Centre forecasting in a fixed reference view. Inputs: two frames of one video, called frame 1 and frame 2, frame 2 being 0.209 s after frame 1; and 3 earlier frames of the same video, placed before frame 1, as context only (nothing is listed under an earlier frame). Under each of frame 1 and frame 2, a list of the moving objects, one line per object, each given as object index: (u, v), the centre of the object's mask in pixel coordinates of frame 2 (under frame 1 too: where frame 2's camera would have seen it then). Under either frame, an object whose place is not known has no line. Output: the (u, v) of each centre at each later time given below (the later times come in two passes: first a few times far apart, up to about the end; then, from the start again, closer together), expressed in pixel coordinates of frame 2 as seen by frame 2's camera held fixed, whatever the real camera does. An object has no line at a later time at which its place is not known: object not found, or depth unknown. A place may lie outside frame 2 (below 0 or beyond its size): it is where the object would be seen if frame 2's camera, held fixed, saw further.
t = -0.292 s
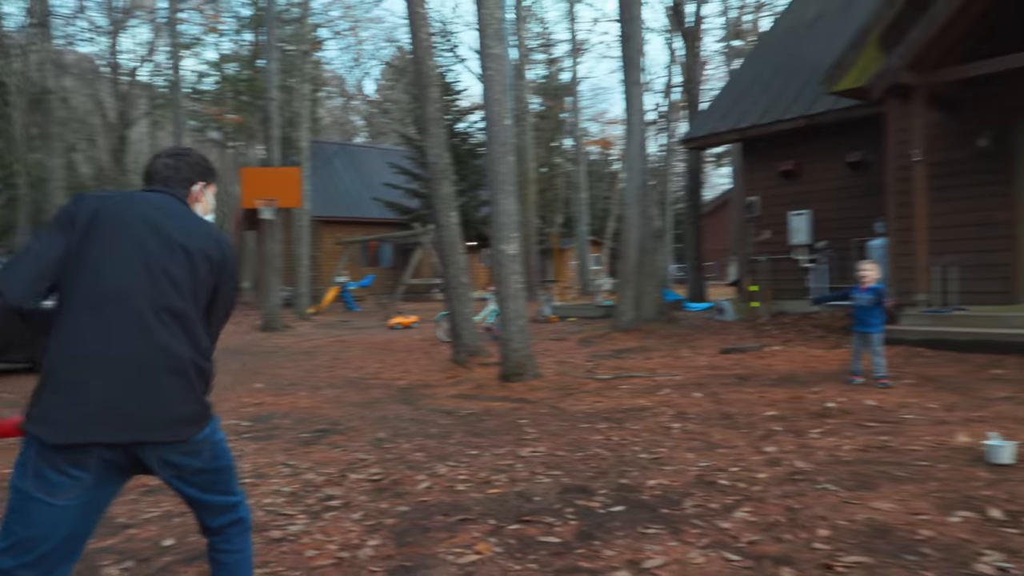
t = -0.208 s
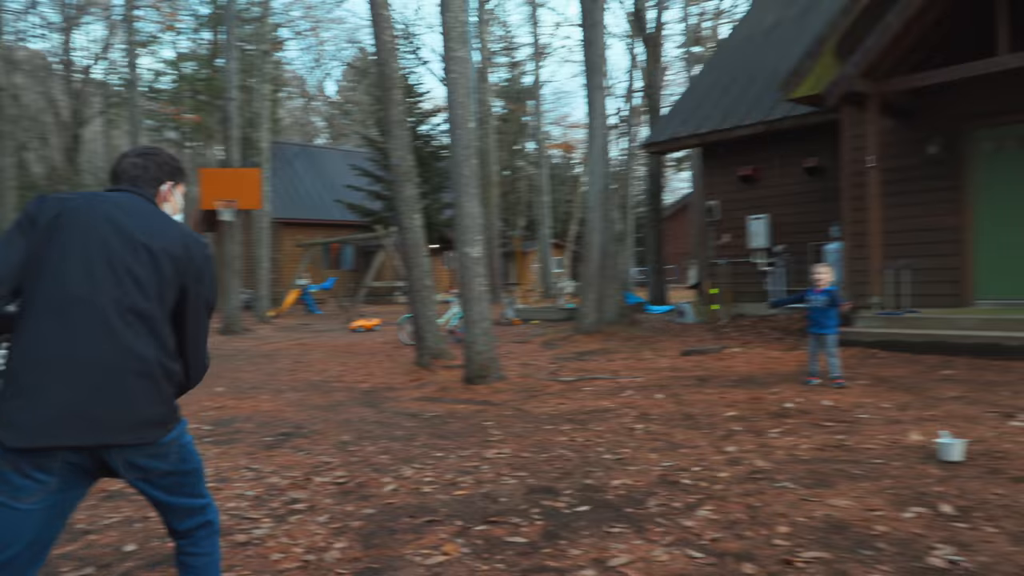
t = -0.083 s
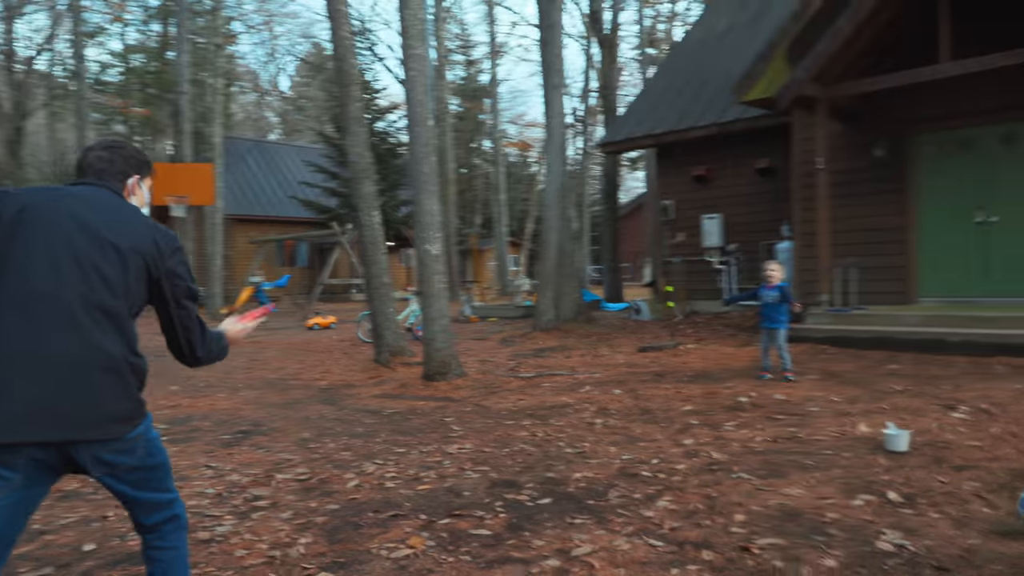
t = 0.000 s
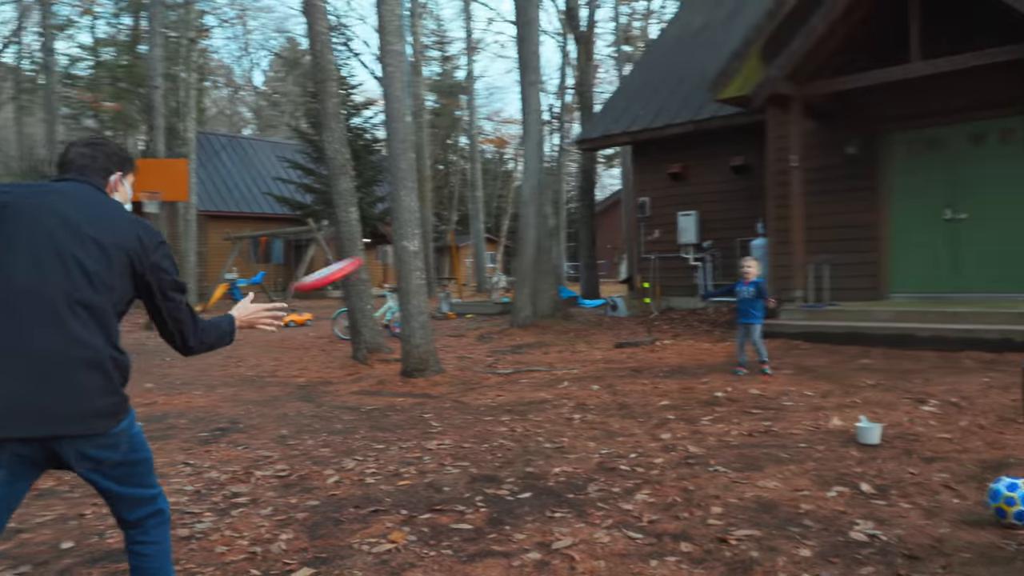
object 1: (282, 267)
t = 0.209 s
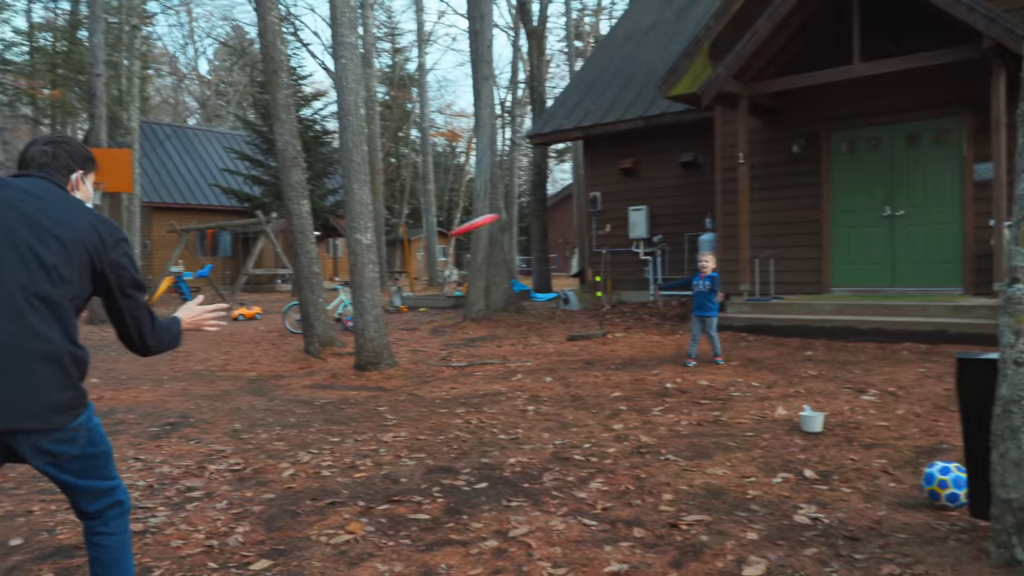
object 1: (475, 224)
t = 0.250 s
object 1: (500, 224)
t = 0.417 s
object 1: (580, 232)
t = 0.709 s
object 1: (654, 275)
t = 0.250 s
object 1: (500, 224)
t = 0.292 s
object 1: (523, 224)
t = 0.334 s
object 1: (545, 225)
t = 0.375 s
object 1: (563, 228)
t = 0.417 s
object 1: (580, 232)
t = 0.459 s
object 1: (595, 236)
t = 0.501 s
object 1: (608, 242)
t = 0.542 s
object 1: (619, 248)
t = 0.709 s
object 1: (654, 275)
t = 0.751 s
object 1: (659, 284)
